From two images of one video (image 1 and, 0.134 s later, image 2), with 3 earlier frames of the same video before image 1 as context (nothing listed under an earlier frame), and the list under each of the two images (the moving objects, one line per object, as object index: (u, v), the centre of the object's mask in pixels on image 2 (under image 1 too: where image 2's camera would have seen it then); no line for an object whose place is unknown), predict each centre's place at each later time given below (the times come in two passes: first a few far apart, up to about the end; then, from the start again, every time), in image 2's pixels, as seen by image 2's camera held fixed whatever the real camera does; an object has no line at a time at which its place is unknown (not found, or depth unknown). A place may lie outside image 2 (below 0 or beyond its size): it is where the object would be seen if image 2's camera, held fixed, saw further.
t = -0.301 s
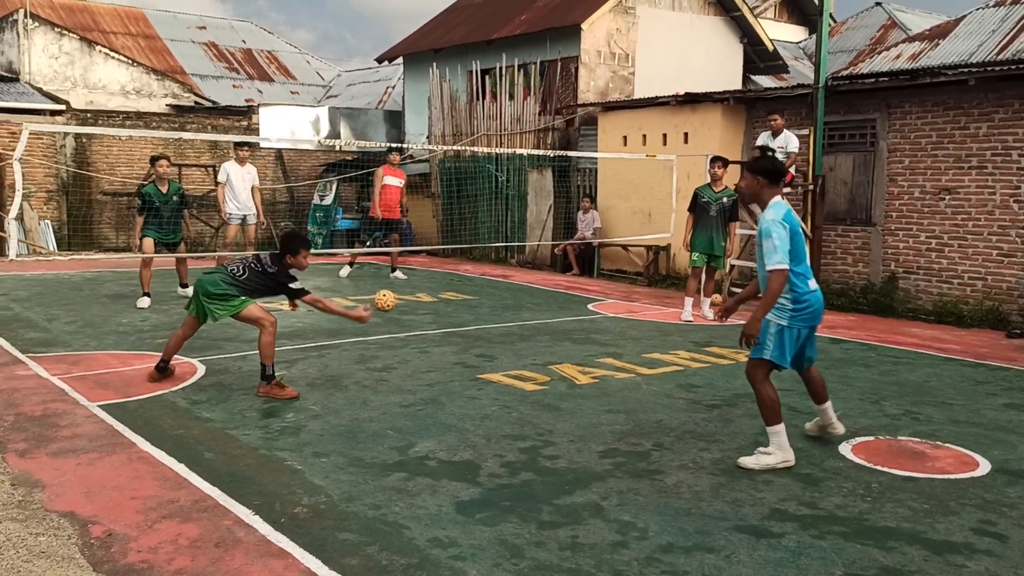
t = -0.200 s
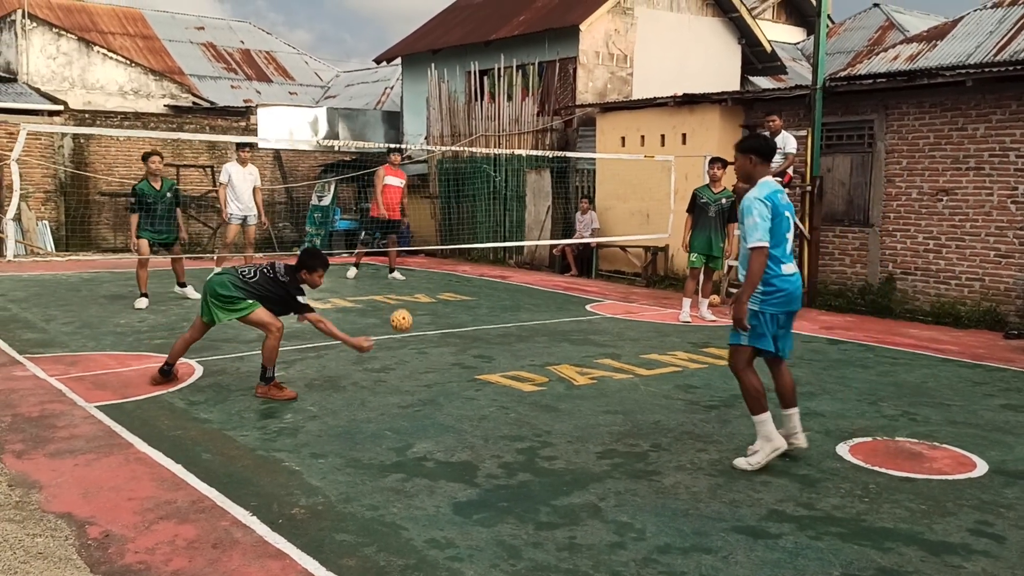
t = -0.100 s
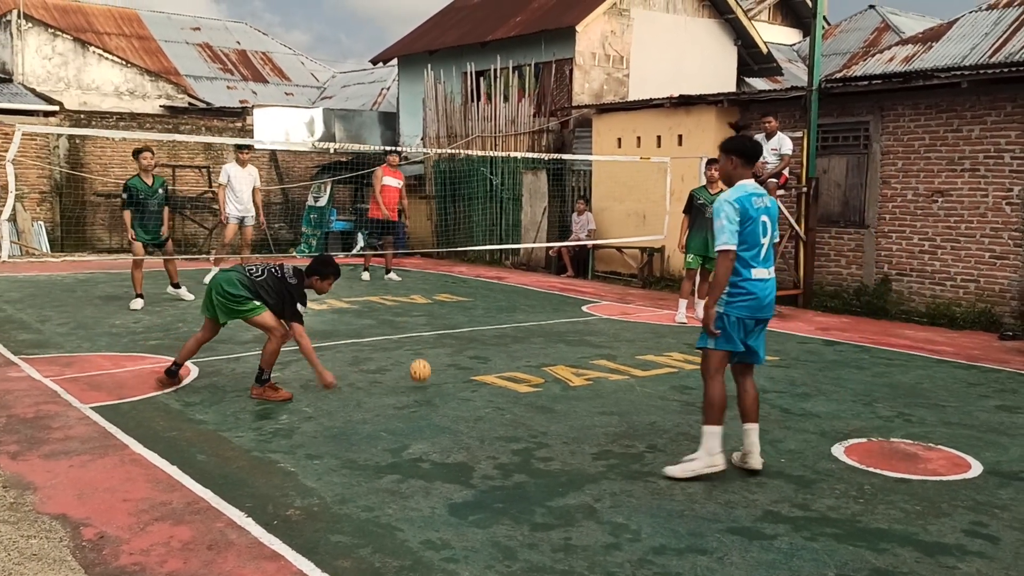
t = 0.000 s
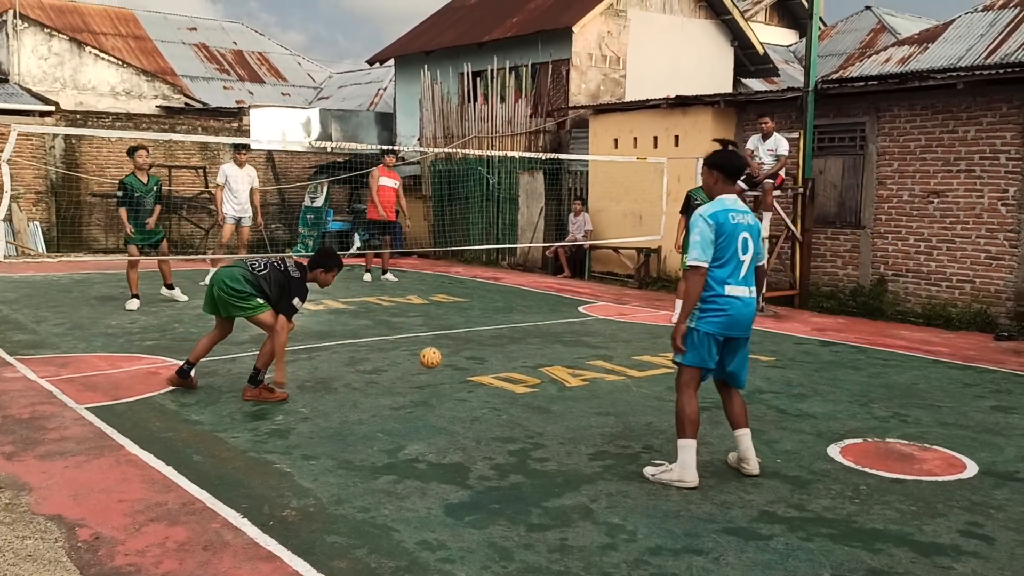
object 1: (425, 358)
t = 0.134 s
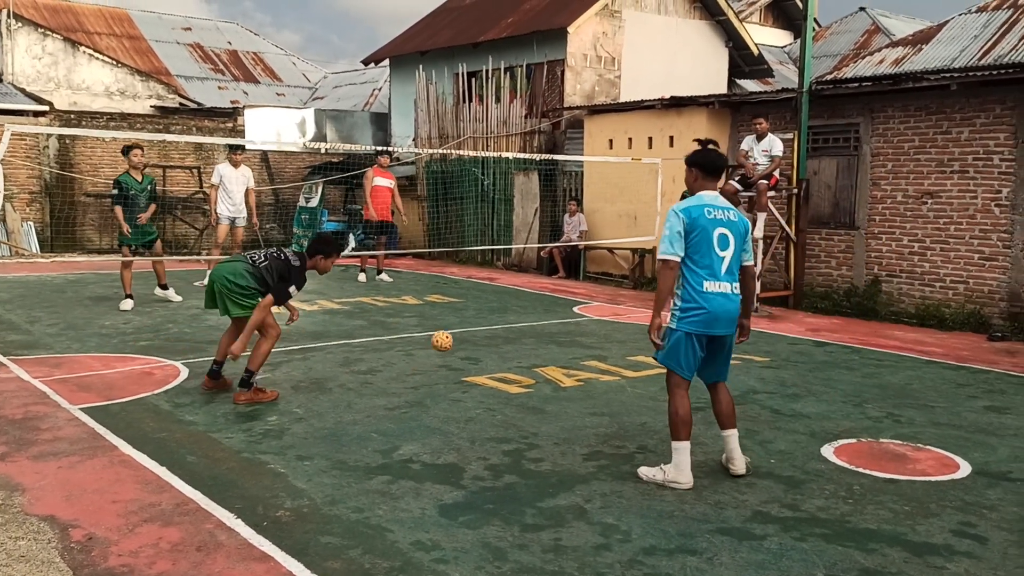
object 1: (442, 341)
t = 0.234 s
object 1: (454, 346)
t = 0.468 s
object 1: (483, 359)
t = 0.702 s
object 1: (511, 370)
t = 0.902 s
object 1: (537, 370)
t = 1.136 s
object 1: (566, 369)
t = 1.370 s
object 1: (592, 366)
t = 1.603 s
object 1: (614, 364)
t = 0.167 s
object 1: (446, 341)
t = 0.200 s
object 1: (450, 342)
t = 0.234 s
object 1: (454, 346)
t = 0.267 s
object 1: (459, 350)
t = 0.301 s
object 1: (462, 357)
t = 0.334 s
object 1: (466, 366)
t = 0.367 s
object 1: (470, 375)
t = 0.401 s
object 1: (474, 368)
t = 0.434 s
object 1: (479, 363)
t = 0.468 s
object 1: (483, 359)
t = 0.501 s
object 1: (487, 357)
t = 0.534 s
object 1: (491, 357)
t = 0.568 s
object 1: (495, 358)
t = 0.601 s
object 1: (498, 361)
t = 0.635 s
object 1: (502, 366)
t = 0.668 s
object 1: (506, 372)
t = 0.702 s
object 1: (511, 370)
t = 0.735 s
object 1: (515, 367)
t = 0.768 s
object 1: (520, 366)
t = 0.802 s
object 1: (524, 367)
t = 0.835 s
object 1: (529, 369)
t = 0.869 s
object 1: (533, 372)
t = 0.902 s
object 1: (537, 370)
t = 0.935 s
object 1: (542, 369)
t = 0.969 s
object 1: (546, 370)
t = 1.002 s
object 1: (550, 370)
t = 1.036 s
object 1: (555, 370)
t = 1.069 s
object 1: (559, 369)
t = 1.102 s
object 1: (562, 369)
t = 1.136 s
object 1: (566, 369)
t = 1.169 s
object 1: (570, 368)
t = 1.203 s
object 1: (574, 368)
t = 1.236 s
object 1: (578, 367)
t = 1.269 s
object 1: (582, 367)
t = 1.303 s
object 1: (584, 367)
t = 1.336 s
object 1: (588, 366)
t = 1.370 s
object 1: (592, 366)
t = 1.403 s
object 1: (595, 366)
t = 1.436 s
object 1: (599, 365)
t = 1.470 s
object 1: (602, 366)
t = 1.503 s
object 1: (605, 365)
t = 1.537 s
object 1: (608, 365)
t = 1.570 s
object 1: (611, 365)
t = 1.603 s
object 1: (614, 364)
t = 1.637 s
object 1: (617, 364)
